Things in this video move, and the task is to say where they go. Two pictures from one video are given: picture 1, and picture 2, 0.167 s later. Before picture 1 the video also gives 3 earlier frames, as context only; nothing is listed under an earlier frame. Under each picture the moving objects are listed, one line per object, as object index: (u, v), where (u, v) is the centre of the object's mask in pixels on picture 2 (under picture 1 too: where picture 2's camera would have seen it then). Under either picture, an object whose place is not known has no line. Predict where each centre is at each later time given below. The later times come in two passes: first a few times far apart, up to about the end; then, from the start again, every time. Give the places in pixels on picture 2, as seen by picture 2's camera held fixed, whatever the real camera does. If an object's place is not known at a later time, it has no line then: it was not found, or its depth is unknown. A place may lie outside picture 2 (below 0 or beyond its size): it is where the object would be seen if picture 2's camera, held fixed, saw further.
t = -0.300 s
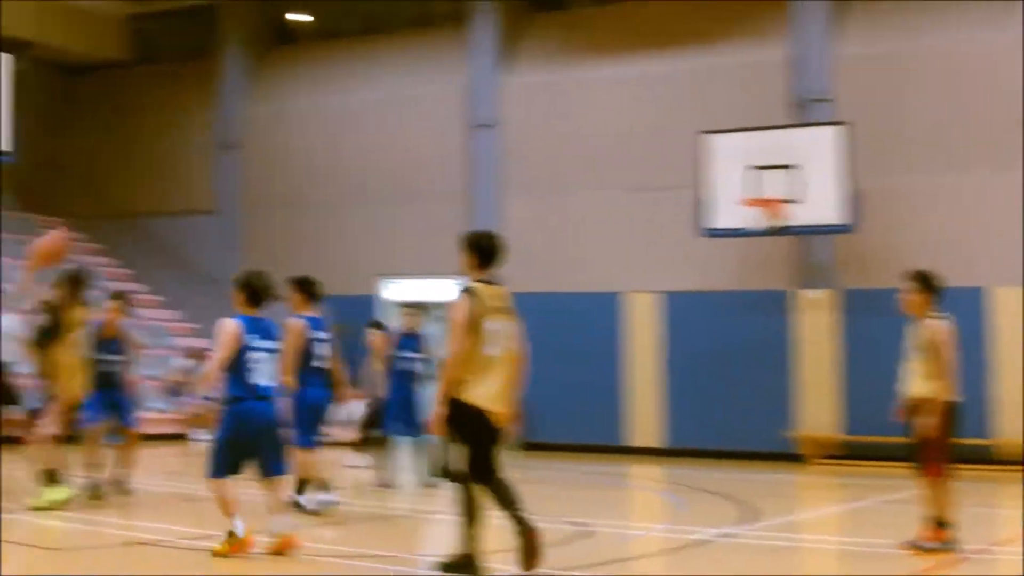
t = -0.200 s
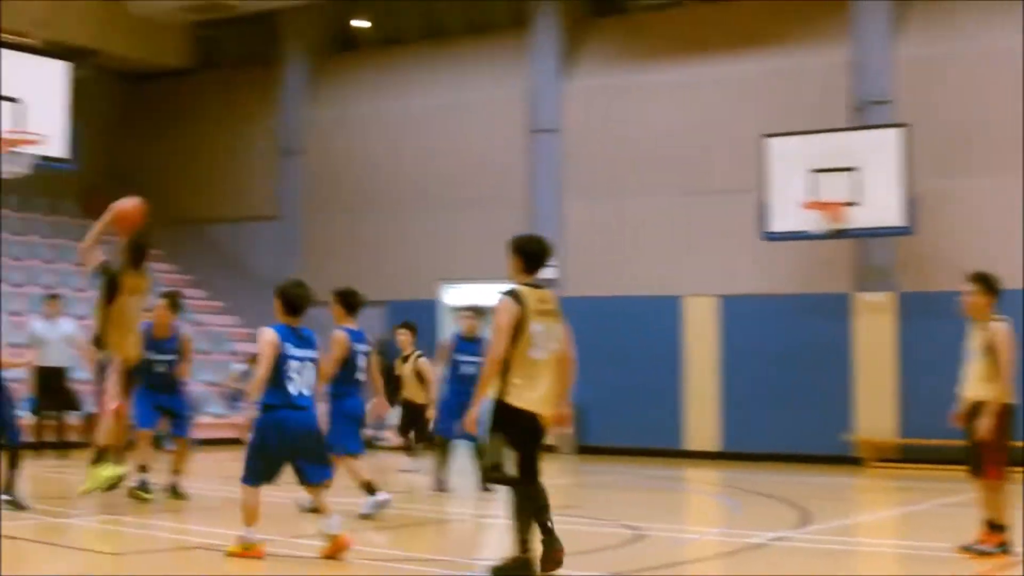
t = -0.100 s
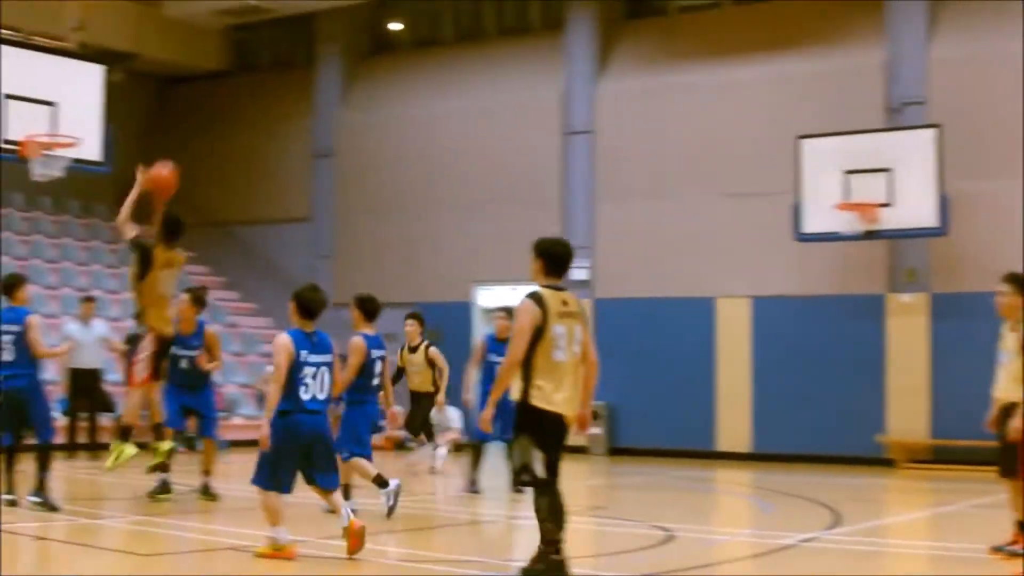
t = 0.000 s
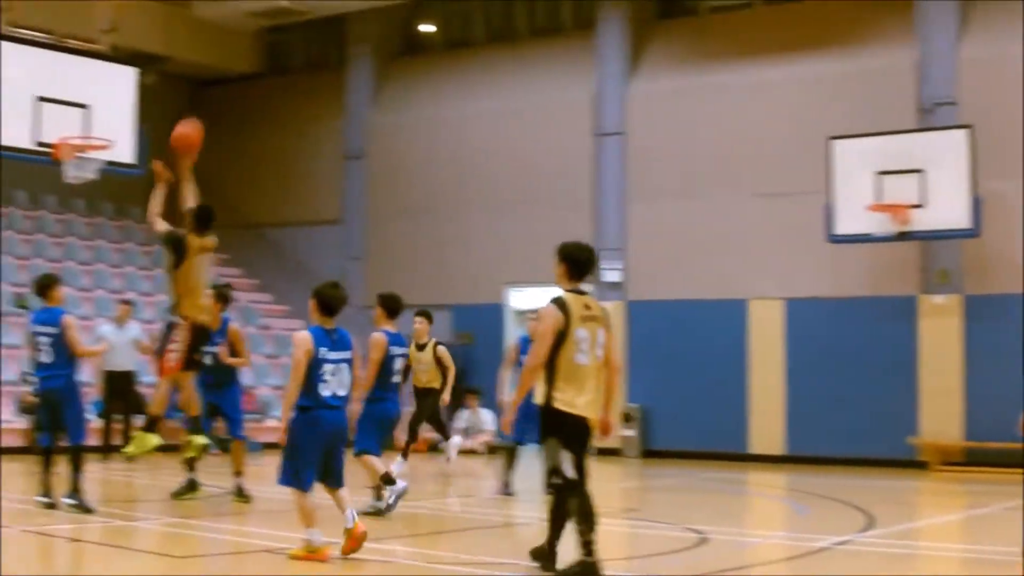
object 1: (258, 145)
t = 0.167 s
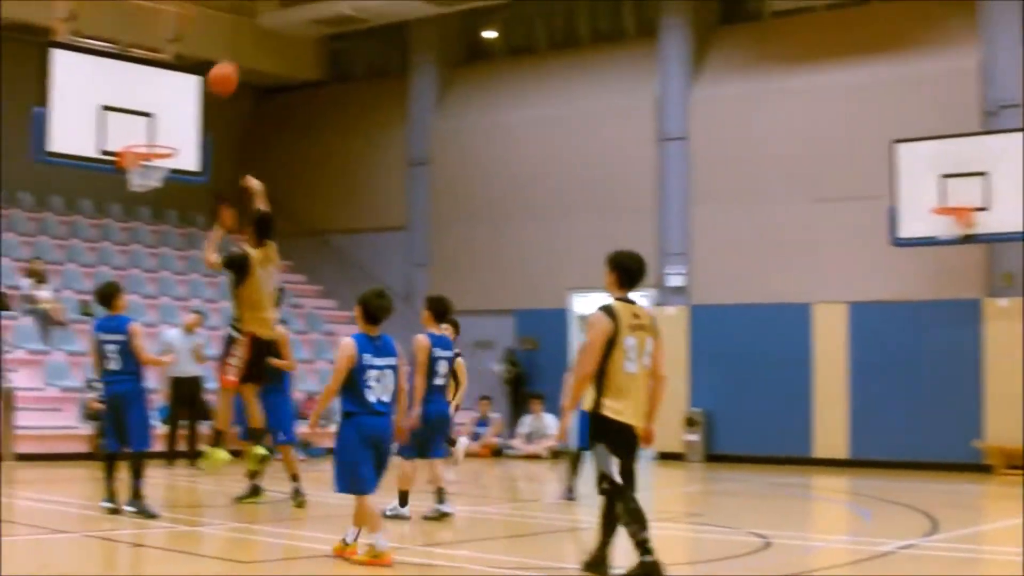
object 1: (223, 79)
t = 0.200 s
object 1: (219, 70)
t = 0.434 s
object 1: (179, 44)
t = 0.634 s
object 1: (144, 70)
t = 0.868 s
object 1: (111, 121)
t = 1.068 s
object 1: (115, 97)
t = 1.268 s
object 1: (129, 110)
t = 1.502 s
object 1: (138, 154)
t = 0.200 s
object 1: (219, 70)
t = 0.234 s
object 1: (213, 65)
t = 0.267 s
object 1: (207, 59)
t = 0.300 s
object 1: (201, 54)
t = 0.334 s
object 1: (196, 50)
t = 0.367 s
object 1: (191, 48)
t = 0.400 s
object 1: (185, 46)
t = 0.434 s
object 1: (179, 44)
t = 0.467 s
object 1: (173, 46)
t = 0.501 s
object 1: (168, 47)
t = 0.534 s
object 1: (162, 51)
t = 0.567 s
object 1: (155, 55)
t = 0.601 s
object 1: (149, 61)
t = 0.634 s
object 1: (144, 70)
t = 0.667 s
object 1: (139, 81)
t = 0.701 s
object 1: (134, 91)
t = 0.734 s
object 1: (128, 103)
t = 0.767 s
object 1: (123, 115)
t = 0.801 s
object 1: (118, 129)
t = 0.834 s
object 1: (114, 130)
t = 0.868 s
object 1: (111, 121)
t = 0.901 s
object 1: (108, 116)
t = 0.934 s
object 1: (105, 110)
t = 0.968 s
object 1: (106, 106)
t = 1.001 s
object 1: (110, 102)
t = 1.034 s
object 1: (112, 99)
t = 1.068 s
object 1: (115, 97)
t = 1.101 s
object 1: (118, 96)
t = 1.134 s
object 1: (121, 97)
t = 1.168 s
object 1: (123, 99)
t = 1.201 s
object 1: (125, 101)
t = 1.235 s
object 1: (127, 105)
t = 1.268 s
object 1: (129, 110)
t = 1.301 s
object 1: (132, 117)
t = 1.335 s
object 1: (135, 125)
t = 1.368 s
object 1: (137, 134)
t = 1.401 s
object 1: (138, 141)
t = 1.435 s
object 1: (138, 144)
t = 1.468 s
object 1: (138, 149)
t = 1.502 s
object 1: (138, 154)
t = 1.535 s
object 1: (137, 161)
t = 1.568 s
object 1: (137, 169)
